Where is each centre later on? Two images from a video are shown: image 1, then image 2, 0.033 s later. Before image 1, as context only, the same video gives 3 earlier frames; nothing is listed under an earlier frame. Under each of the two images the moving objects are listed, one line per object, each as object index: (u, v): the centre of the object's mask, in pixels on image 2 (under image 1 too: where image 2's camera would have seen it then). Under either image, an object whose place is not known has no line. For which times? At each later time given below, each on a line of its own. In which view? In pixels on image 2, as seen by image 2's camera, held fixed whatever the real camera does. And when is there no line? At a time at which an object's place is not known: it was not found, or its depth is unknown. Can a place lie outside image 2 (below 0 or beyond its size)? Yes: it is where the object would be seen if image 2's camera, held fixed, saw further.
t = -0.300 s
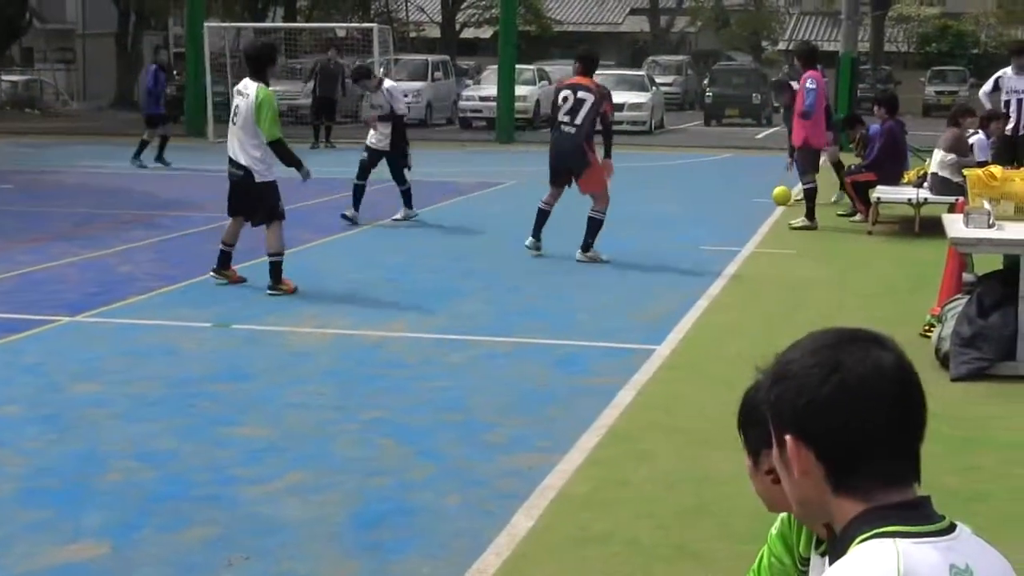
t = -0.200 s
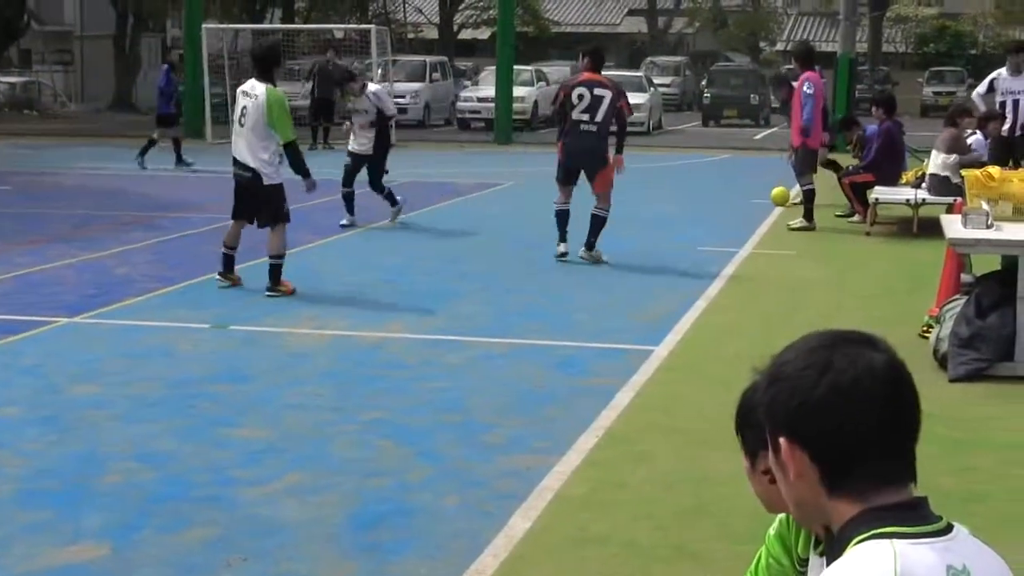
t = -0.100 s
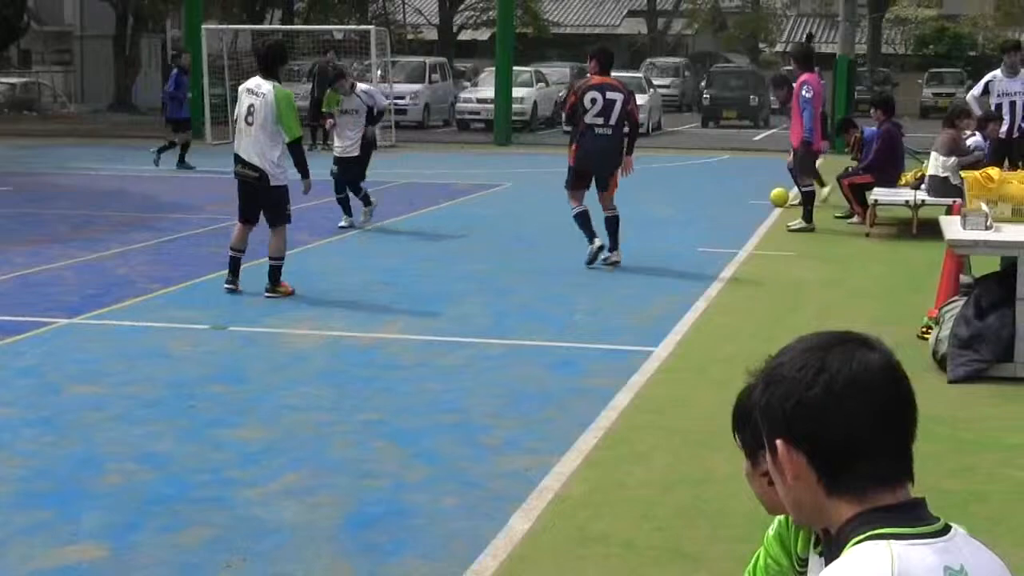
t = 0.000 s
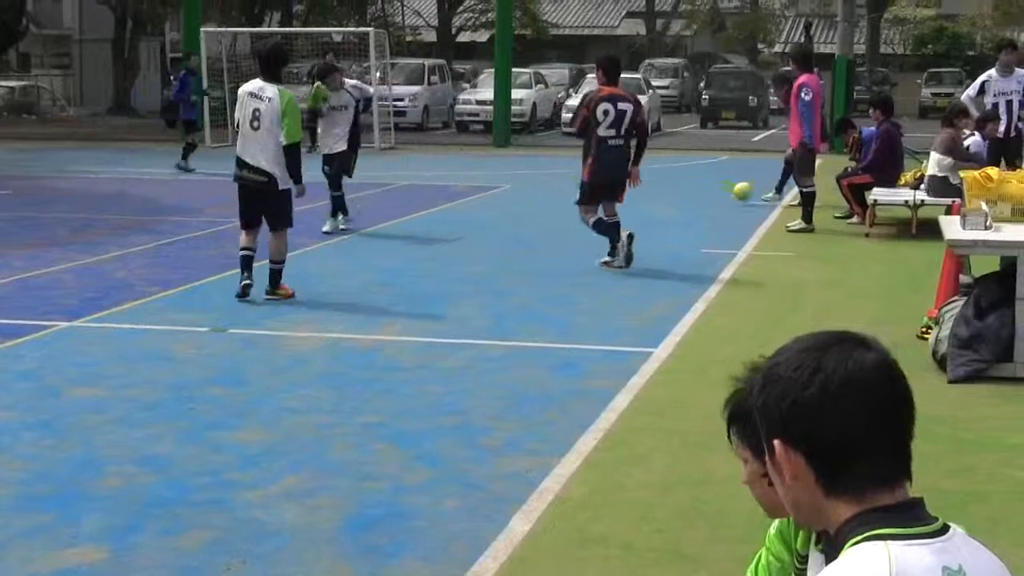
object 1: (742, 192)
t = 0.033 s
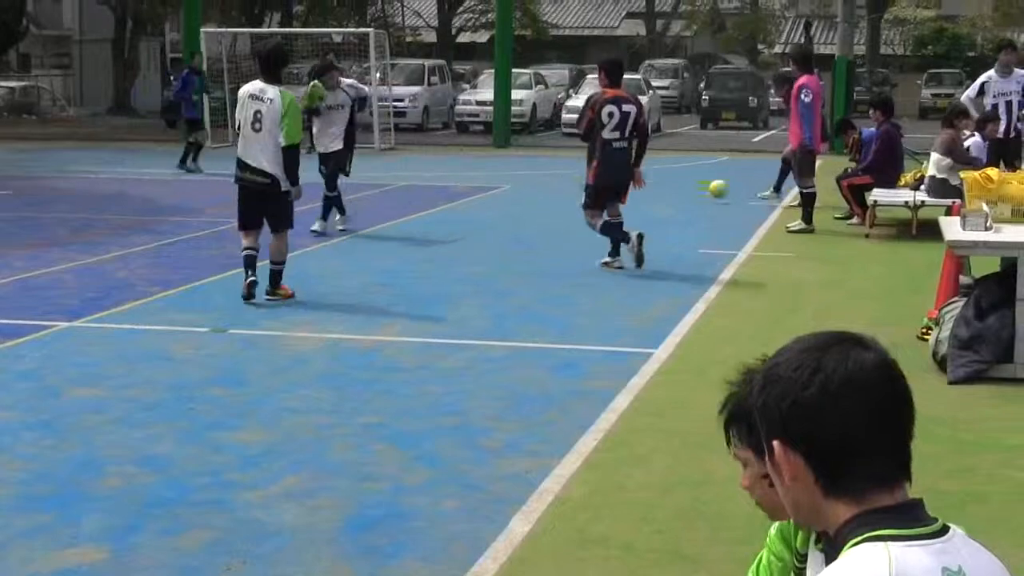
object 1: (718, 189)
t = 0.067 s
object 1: (693, 187)
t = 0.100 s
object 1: (671, 185)
